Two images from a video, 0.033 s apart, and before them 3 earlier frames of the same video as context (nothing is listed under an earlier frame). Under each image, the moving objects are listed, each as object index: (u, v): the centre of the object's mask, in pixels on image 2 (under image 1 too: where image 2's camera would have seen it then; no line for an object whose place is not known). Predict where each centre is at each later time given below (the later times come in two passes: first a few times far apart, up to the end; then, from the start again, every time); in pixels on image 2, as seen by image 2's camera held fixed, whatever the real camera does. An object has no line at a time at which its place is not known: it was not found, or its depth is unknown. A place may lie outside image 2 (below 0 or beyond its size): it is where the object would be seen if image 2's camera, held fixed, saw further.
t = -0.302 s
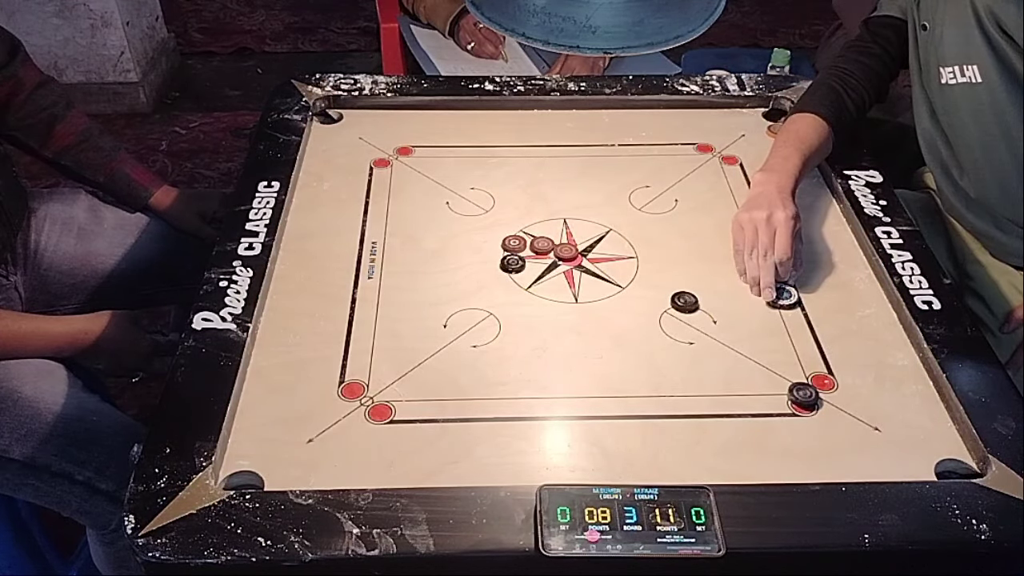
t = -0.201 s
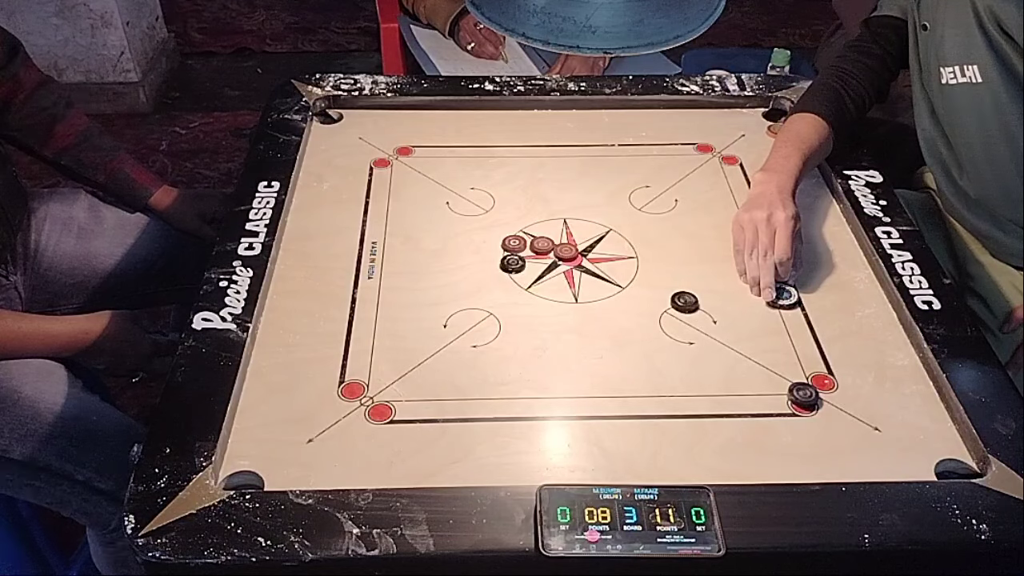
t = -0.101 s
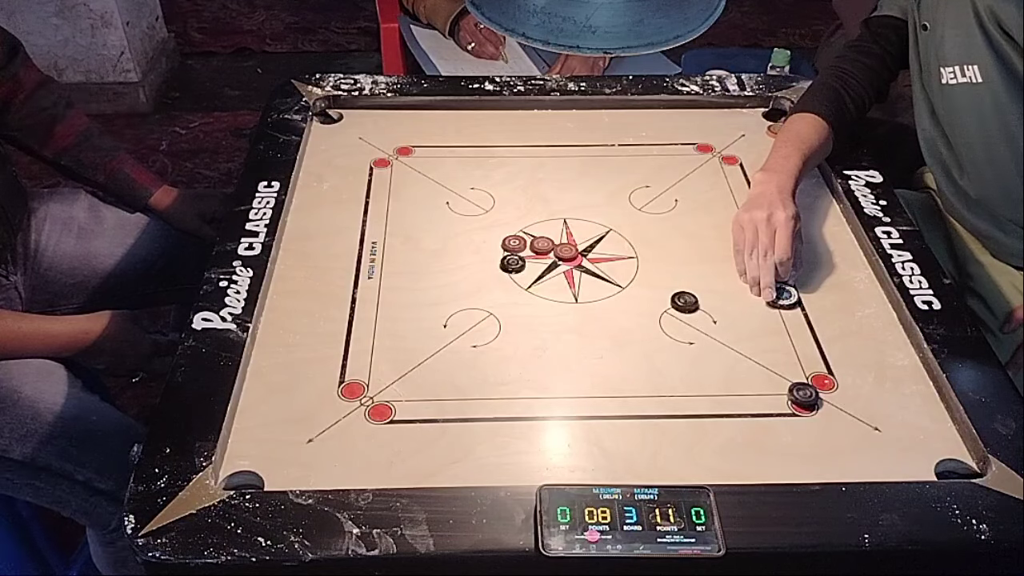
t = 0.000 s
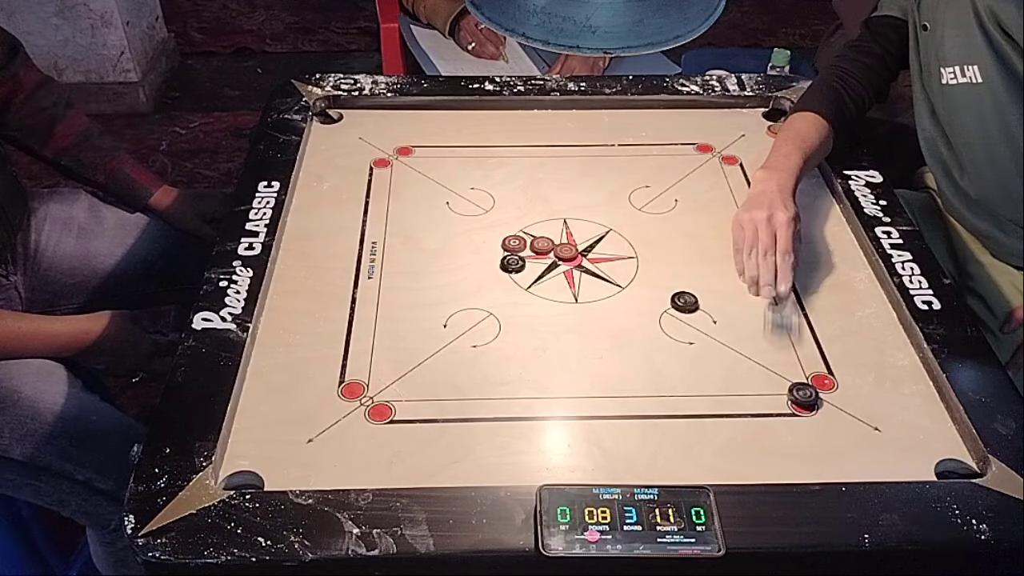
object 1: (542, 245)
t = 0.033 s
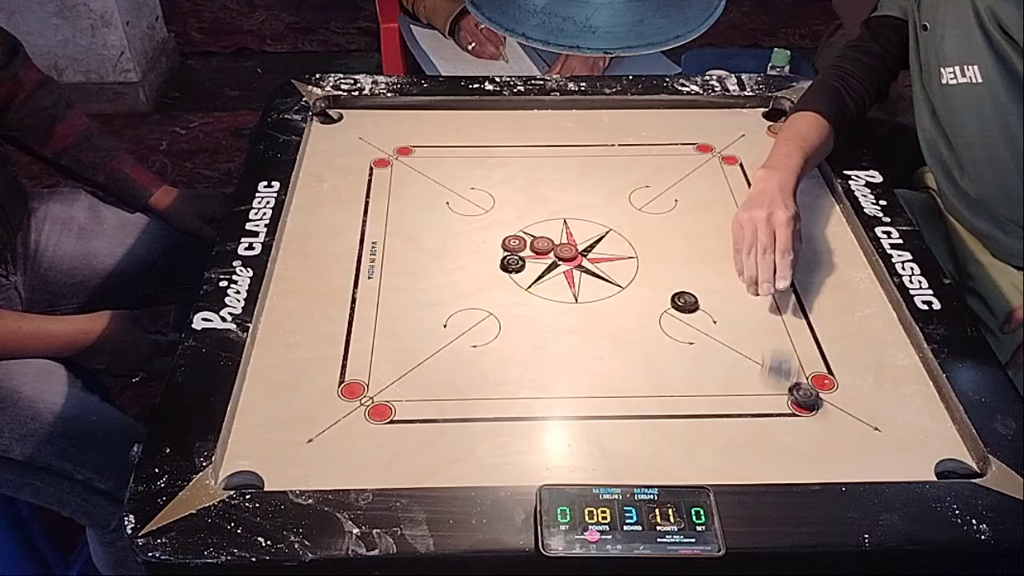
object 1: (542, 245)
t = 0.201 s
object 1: (542, 245)
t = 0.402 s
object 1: (542, 245)
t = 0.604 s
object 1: (542, 244)
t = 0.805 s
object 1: (528, 210)
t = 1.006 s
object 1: (525, 202)
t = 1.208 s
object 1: (525, 202)
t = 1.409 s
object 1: (525, 202)
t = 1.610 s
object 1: (525, 202)
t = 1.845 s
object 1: (525, 202)
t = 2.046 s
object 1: (525, 202)
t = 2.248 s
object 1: (525, 202)
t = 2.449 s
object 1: (525, 202)
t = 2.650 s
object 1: (525, 202)
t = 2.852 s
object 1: (525, 202)
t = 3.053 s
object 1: (525, 202)
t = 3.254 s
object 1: (525, 202)
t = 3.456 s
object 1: (525, 202)
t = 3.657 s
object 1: (525, 202)
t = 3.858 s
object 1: (525, 202)
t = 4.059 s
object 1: (525, 202)
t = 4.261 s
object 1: (525, 202)
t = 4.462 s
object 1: (525, 202)
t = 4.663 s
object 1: (525, 202)
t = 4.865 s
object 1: (525, 202)
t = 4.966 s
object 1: (525, 202)
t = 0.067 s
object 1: (542, 245)
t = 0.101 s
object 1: (542, 245)
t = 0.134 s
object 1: (542, 245)
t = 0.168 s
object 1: (542, 245)
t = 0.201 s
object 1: (542, 245)
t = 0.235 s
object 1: (542, 245)
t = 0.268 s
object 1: (542, 245)
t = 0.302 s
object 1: (542, 245)
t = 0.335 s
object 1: (542, 245)
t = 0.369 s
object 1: (542, 245)
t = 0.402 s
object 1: (542, 245)
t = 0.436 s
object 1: (542, 245)
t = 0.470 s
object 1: (542, 245)
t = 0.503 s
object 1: (542, 245)
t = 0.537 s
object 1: (542, 245)
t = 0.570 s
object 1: (542, 245)
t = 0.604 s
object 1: (542, 244)
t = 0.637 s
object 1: (539, 238)
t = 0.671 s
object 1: (536, 231)
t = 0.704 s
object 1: (533, 224)
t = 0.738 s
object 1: (531, 218)
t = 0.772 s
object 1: (529, 213)
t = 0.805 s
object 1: (528, 210)
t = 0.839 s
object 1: (527, 206)
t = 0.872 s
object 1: (526, 204)
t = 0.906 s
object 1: (525, 203)
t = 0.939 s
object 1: (525, 202)
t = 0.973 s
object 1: (525, 202)
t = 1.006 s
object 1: (525, 202)
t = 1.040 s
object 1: (525, 202)
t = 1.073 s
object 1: (525, 202)
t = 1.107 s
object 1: (525, 202)
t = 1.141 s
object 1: (525, 202)
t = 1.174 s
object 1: (525, 202)
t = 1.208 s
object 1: (525, 202)
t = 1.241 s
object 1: (525, 202)
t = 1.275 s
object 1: (525, 202)
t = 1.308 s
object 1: (525, 202)
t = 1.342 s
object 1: (525, 202)
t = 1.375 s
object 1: (525, 202)
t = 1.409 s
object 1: (525, 202)
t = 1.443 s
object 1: (525, 202)
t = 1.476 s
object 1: (525, 202)
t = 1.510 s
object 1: (525, 202)
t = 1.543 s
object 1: (525, 202)
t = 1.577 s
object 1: (525, 202)
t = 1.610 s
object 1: (525, 202)
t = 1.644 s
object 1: (525, 202)
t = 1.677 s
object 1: (525, 202)
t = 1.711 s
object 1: (525, 202)
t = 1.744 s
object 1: (525, 202)
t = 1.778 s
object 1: (525, 202)
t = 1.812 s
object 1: (525, 202)
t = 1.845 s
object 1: (525, 202)
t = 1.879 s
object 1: (525, 202)
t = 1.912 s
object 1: (525, 202)
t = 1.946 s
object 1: (525, 202)
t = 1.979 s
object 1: (525, 202)
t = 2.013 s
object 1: (525, 202)
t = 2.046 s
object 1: (525, 202)
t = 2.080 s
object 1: (525, 202)
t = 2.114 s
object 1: (525, 202)
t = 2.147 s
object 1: (525, 202)
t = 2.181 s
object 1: (525, 202)
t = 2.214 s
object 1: (525, 202)
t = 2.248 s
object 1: (525, 202)
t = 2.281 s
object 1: (525, 202)
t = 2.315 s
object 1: (525, 202)
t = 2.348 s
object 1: (525, 202)
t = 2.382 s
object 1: (525, 202)
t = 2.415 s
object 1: (525, 202)
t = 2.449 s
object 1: (525, 202)
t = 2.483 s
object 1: (525, 202)
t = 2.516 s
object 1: (525, 202)
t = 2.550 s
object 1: (525, 202)
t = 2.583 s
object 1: (525, 202)
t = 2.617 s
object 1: (525, 202)
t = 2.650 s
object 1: (525, 202)
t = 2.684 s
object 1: (525, 202)
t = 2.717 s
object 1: (525, 202)
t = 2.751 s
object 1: (525, 202)
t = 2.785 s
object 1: (525, 202)
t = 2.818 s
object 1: (525, 202)
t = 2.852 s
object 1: (525, 202)
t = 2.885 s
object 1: (525, 202)
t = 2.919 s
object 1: (525, 202)
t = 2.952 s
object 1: (525, 202)
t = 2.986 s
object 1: (525, 202)
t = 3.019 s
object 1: (525, 202)
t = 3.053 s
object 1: (525, 202)
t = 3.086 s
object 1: (525, 202)
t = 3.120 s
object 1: (525, 202)
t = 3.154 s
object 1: (525, 202)
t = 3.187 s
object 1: (525, 202)
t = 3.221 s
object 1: (525, 202)
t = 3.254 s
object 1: (525, 202)
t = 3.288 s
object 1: (525, 202)
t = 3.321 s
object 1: (525, 202)
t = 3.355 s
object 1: (525, 202)
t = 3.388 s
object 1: (525, 202)
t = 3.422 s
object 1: (525, 202)
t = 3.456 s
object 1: (525, 202)
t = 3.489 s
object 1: (525, 202)
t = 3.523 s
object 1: (525, 202)
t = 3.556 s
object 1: (525, 202)
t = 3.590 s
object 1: (525, 202)
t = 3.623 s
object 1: (525, 202)
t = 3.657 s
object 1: (525, 202)
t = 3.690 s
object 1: (525, 202)
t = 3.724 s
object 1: (525, 202)
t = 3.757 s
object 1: (525, 202)
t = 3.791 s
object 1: (525, 202)
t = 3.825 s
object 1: (525, 202)
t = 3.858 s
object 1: (525, 202)
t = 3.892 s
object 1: (525, 202)
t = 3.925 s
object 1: (525, 202)
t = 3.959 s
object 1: (525, 202)
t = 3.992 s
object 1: (525, 202)
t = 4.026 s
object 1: (525, 202)
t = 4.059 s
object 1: (525, 202)
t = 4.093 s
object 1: (525, 202)
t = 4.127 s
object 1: (525, 202)
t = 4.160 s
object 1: (525, 202)
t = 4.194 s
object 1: (525, 202)
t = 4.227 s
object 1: (525, 202)
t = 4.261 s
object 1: (525, 202)
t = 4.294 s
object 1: (525, 202)
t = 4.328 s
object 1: (525, 202)
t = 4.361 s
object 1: (525, 202)
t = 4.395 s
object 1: (525, 202)
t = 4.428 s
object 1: (525, 202)
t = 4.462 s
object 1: (525, 202)
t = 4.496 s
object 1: (525, 202)
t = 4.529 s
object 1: (525, 202)
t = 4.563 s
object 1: (525, 202)
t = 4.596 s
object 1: (525, 202)
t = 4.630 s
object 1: (525, 202)
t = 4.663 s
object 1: (525, 202)
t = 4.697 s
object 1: (525, 202)
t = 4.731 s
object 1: (525, 202)
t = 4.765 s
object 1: (525, 202)
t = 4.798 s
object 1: (525, 202)
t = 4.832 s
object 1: (525, 202)
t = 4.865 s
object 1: (525, 202)
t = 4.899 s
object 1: (525, 202)
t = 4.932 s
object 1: (525, 202)
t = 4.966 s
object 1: (525, 202)
